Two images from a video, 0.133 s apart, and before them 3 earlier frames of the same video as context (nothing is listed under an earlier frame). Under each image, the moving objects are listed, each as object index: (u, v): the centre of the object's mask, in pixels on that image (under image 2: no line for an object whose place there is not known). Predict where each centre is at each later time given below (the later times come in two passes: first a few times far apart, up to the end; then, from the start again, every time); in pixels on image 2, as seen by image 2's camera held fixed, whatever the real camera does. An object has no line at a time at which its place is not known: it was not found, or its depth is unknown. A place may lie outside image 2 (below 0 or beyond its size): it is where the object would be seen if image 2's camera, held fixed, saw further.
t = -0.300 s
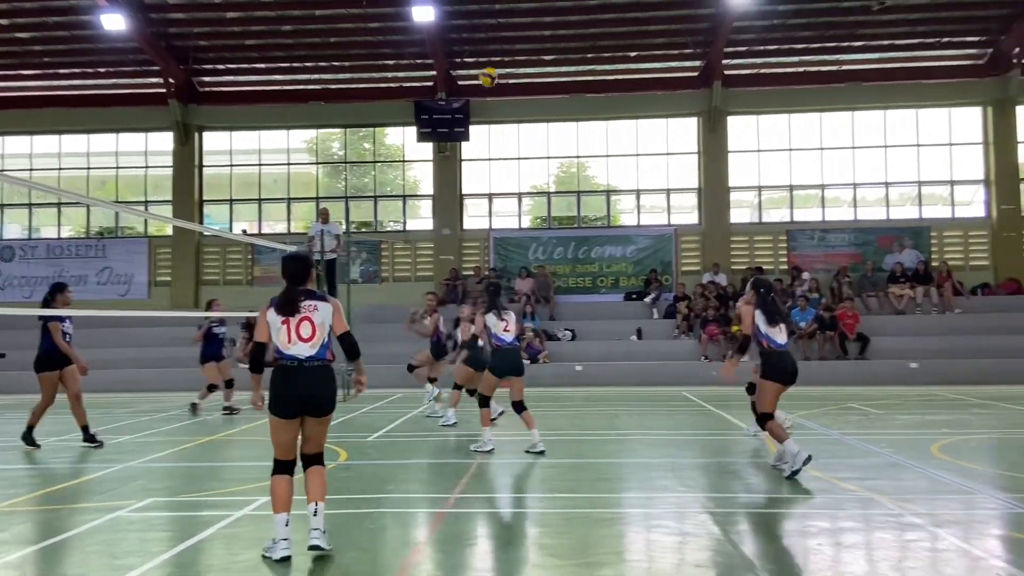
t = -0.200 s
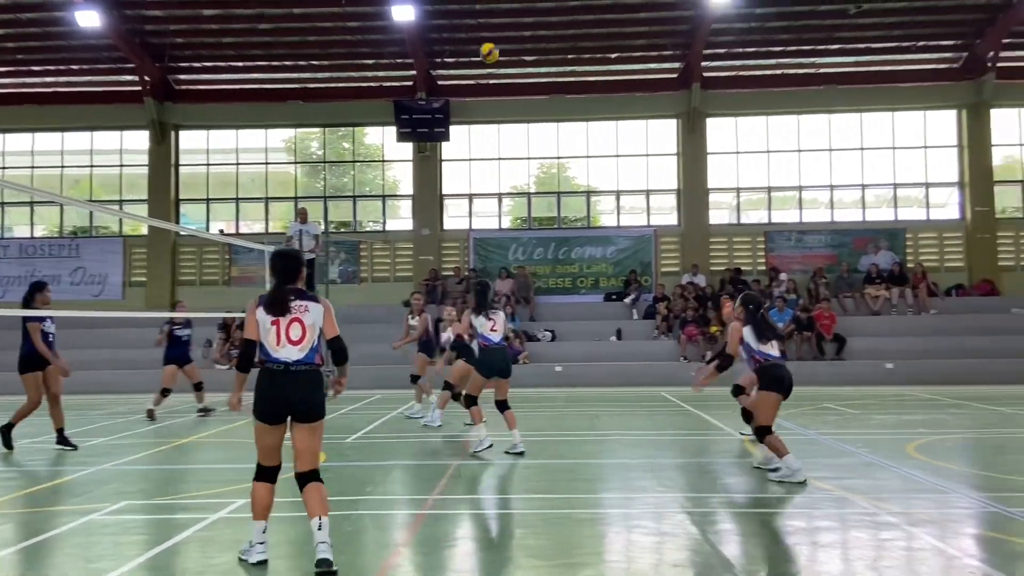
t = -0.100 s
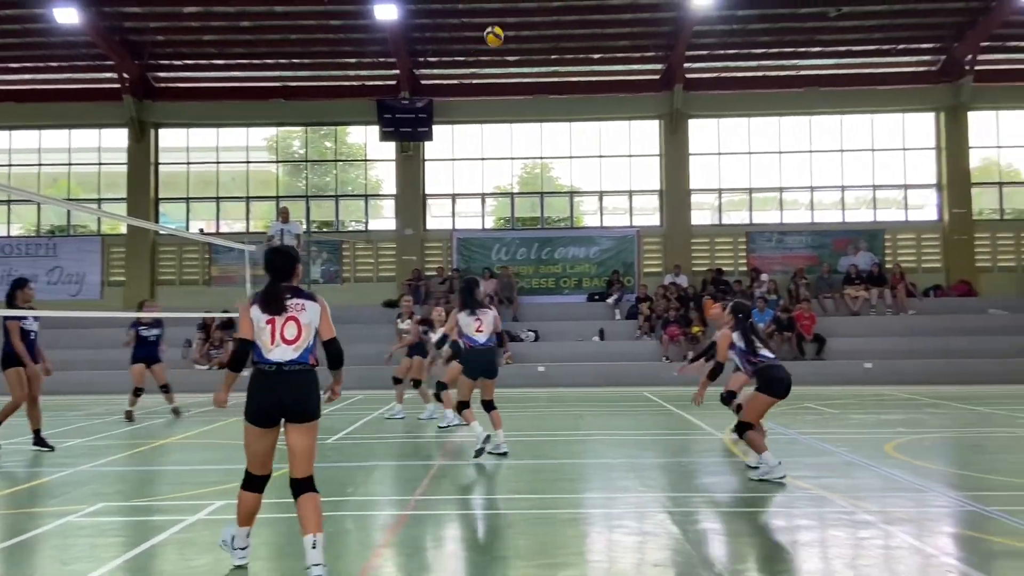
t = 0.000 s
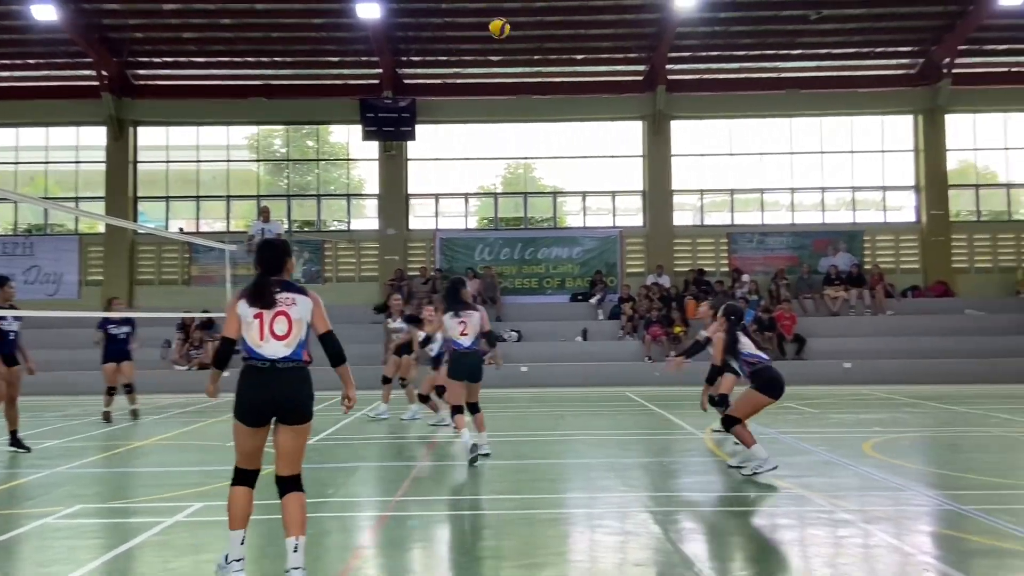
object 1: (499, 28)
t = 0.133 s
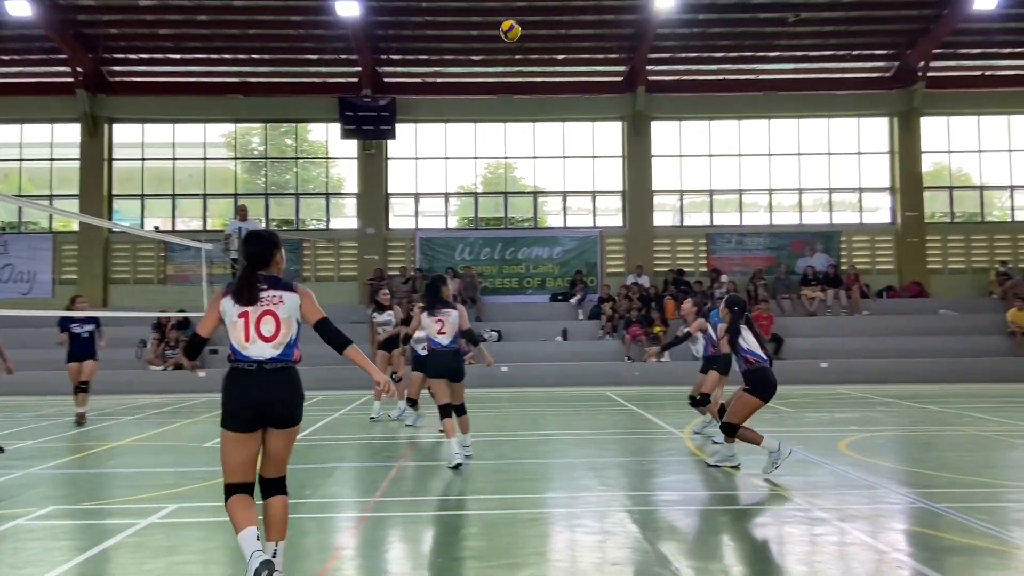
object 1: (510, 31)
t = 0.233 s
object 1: (534, 45)
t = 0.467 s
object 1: (593, 116)
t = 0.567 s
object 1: (621, 166)
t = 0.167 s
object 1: (518, 34)
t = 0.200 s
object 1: (526, 39)
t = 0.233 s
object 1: (534, 45)
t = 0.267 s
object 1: (542, 51)
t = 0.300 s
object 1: (551, 59)
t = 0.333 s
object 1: (559, 68)
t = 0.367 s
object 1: (567, 80)
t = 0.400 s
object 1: (576, 90)
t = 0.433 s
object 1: (585, 102)
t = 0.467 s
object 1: (593, 116)
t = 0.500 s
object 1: (602, 132)
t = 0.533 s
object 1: (612, 149)
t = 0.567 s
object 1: (621, 166)
